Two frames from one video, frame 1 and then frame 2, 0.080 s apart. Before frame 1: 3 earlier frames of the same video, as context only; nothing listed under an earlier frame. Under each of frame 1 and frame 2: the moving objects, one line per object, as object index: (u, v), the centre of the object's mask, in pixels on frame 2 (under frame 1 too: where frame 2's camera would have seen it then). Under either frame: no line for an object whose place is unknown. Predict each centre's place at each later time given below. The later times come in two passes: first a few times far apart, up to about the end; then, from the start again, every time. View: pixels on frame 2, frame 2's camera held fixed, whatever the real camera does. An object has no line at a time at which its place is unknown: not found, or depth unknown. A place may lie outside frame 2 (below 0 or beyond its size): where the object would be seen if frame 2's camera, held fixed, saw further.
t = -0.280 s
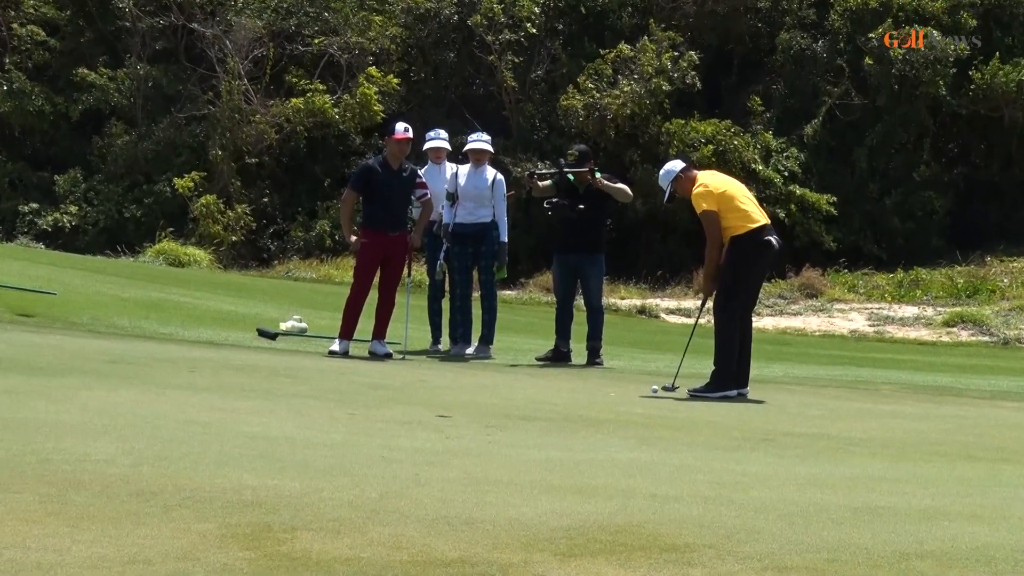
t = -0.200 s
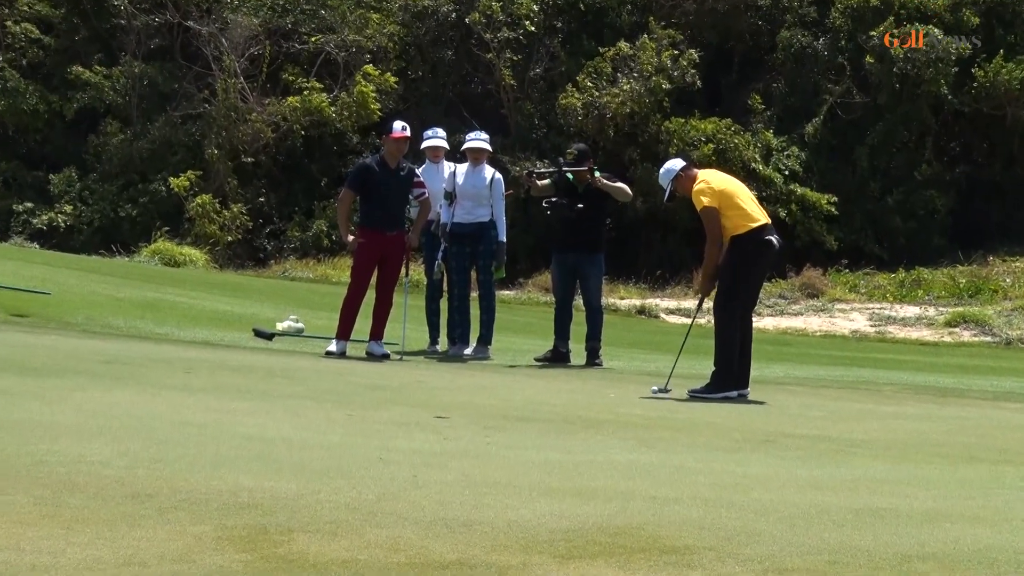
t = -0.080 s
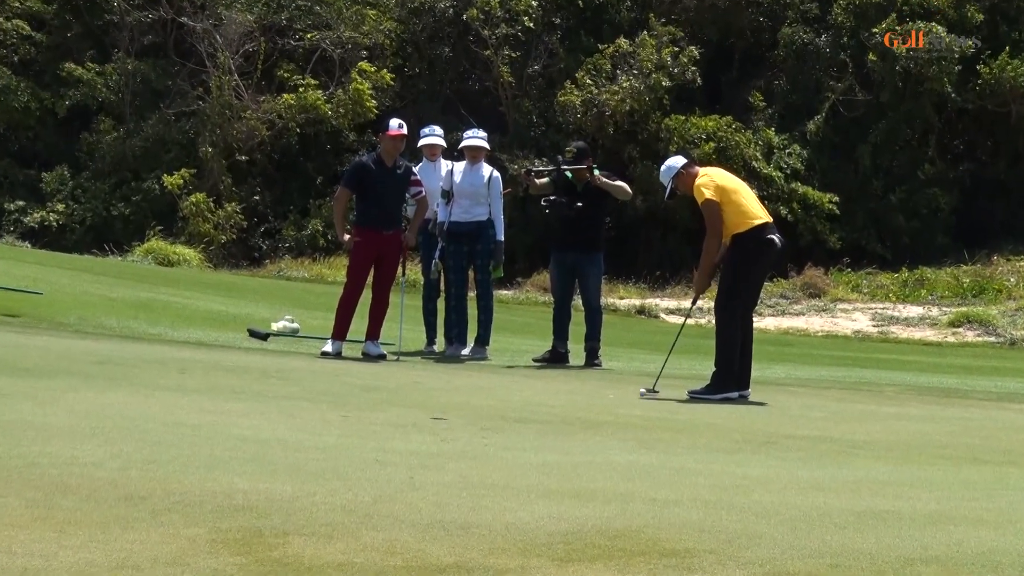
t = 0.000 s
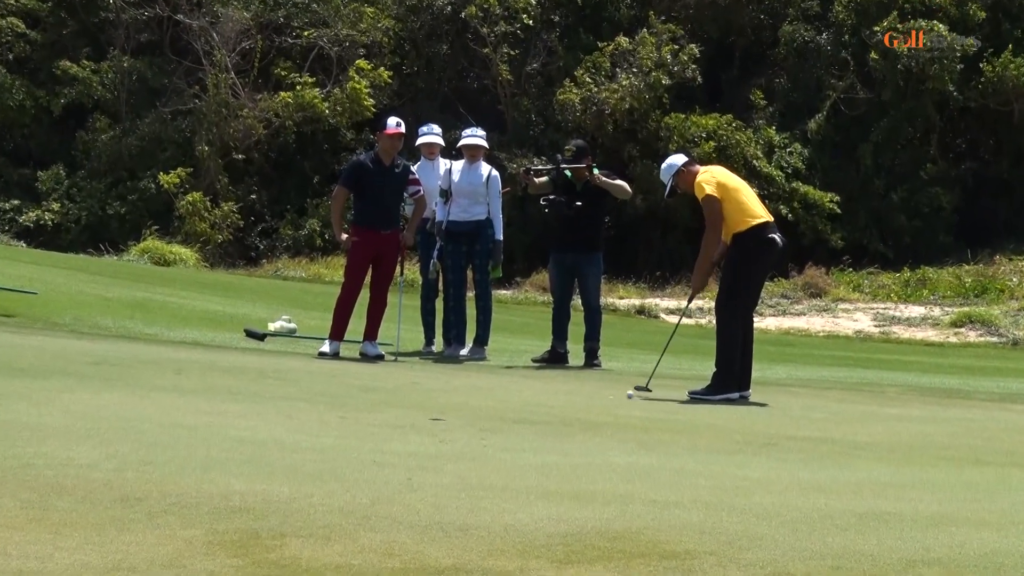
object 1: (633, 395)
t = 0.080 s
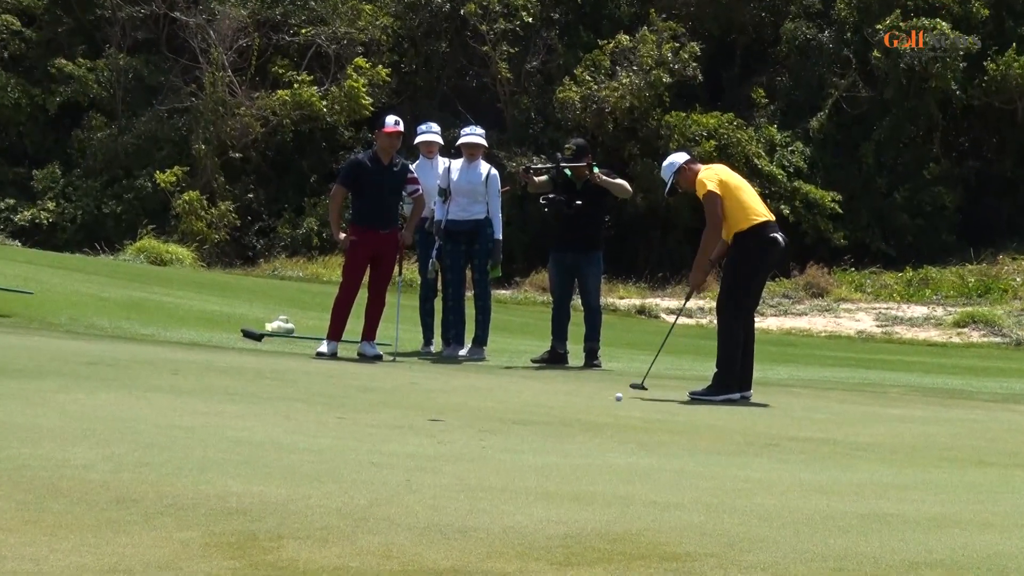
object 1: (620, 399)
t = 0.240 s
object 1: (598, 401)
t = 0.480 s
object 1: (567, 405)
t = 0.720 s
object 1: (535, 408)
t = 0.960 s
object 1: (503, 411)
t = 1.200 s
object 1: (471, 412)
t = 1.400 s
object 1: (447, 413)
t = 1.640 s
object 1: (420, 413)
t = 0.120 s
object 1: (614, 398)
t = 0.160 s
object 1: (608, 399)
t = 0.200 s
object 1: (604, 400)
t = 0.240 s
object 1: (598, 401)
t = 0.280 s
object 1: (593, 401)
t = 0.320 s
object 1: (588, 402)
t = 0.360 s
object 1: (583, 403)
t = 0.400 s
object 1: (578, 403)
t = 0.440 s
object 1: (573, 404)
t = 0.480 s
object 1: (567, 405)
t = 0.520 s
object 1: (562, 405)
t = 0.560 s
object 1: (556, 406)
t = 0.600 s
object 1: (551, 407)
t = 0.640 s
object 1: (546, 407)
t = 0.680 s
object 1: (541, 408)
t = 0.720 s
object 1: (535, 408)
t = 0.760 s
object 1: (530, 409)
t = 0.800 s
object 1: (525, 409)
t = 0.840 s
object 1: (519, 410)
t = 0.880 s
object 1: (514, 410)
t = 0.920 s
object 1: (509, 410)
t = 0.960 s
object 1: (503, 411)
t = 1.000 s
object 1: (498, 411)
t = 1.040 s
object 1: (492, 411)
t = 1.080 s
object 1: (487, 411)
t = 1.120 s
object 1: (482, 412)
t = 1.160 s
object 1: (477, 412)
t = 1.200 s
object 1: (471, 412)
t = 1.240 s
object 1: (467, 412)
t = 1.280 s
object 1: (462, 413)
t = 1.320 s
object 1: (456, 413)
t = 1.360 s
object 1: (452, 413)
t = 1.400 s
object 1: (447, 413)
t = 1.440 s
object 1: (442, 413)
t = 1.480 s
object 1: (437, 413)
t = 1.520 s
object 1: (433, 413)
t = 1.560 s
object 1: (429, 413)
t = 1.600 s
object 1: (424, 413)
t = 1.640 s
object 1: (420, 413)
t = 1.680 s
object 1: (416, 413)
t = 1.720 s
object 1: (413, 413)
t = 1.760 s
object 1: (409, 413)
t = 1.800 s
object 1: (405, 413)
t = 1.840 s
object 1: (402, 413)
